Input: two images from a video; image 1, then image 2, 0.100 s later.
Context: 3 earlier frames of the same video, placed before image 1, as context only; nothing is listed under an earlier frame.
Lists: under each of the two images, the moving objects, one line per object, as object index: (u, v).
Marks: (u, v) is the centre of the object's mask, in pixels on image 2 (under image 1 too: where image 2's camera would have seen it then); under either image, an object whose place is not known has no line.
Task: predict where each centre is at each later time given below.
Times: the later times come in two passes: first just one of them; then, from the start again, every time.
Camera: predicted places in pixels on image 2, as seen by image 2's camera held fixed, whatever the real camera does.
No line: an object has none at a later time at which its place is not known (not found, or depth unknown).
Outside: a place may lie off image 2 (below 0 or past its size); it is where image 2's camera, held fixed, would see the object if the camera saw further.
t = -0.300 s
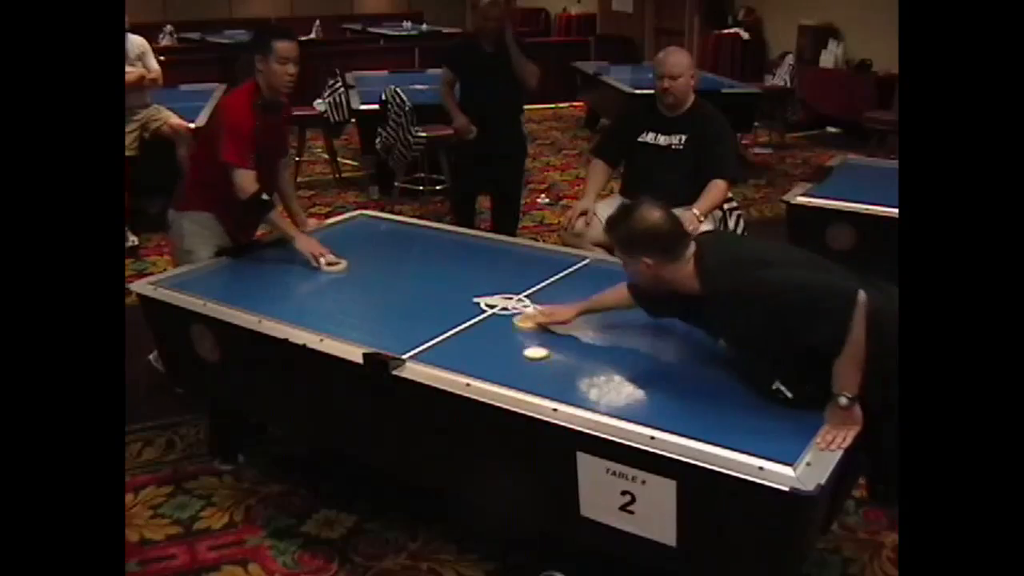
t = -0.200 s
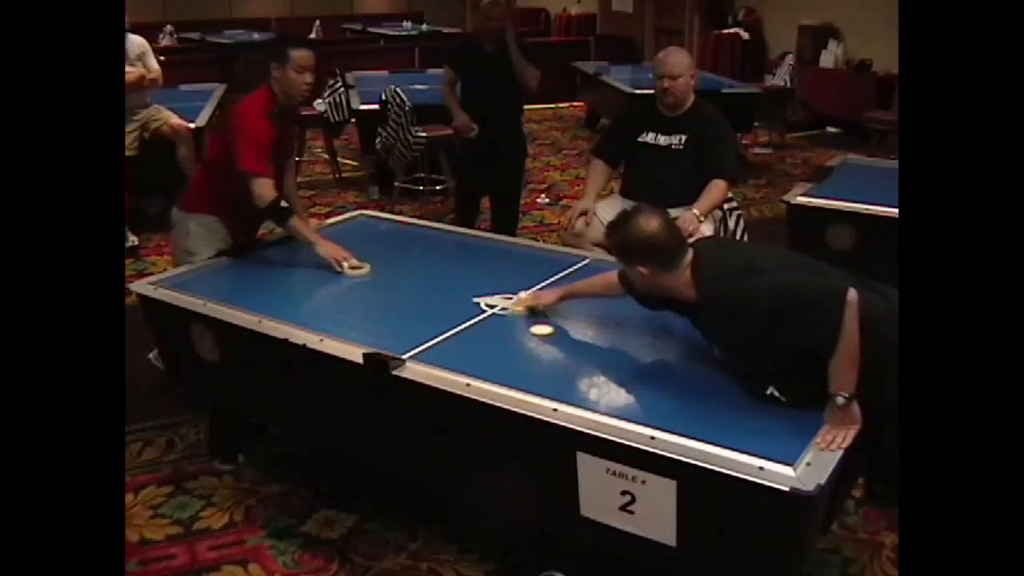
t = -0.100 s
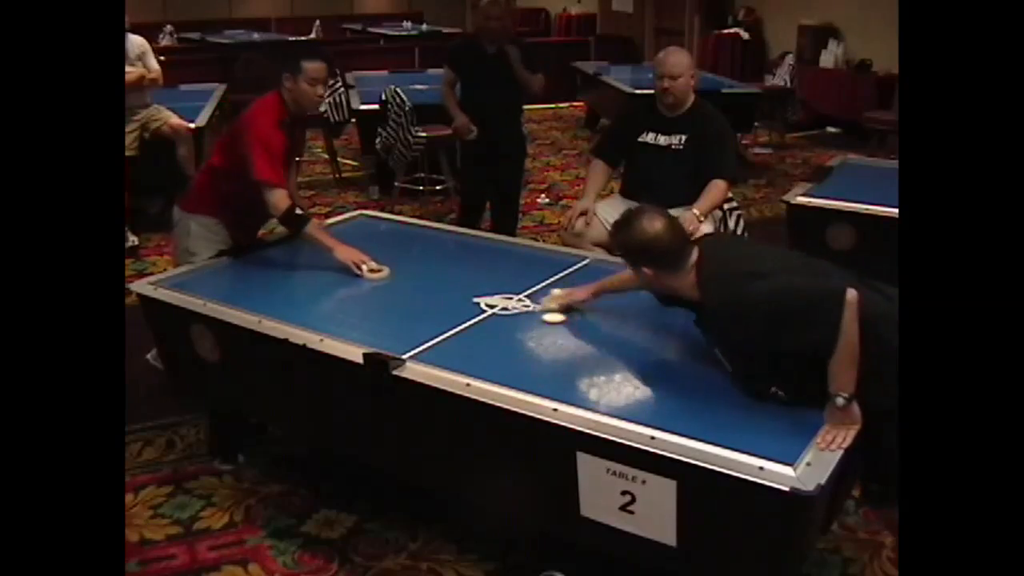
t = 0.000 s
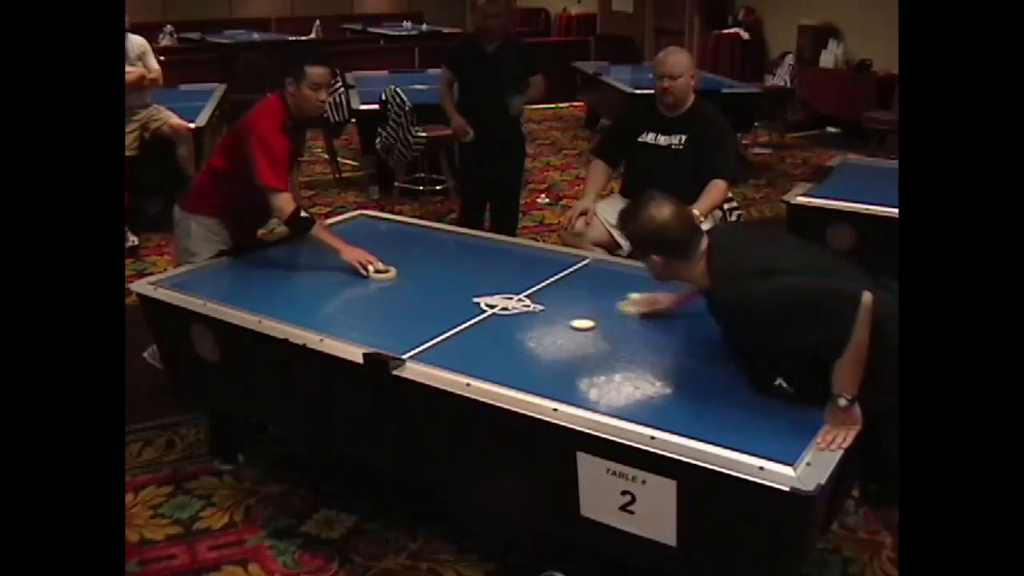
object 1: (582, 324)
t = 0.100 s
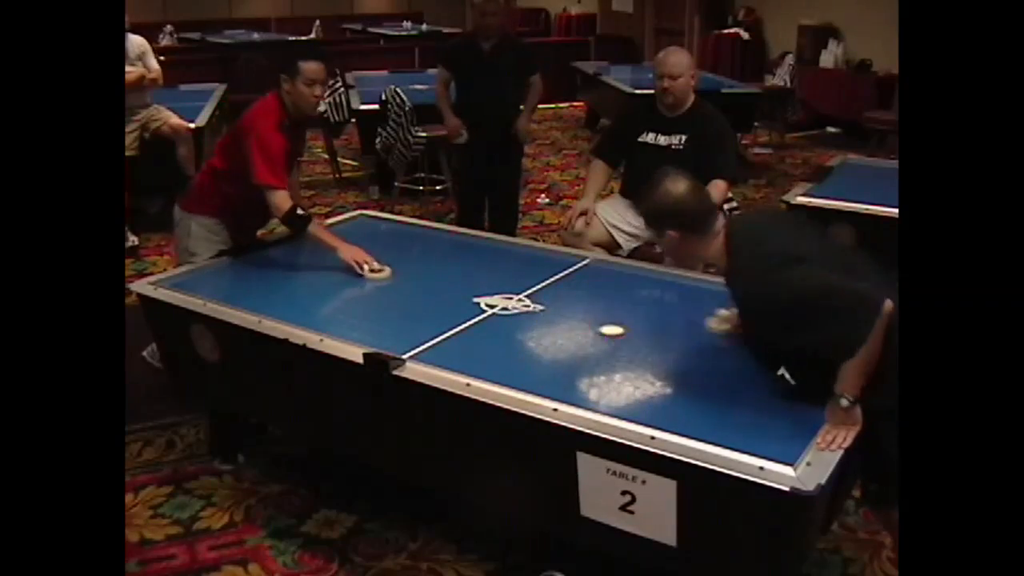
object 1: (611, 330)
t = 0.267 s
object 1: (662, 341)
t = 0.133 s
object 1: (621, 332)
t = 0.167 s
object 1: (631, 334)
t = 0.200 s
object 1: (641, 336)
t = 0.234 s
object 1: (652, 338)
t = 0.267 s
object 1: (662, 341)
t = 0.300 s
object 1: (672, 343)
